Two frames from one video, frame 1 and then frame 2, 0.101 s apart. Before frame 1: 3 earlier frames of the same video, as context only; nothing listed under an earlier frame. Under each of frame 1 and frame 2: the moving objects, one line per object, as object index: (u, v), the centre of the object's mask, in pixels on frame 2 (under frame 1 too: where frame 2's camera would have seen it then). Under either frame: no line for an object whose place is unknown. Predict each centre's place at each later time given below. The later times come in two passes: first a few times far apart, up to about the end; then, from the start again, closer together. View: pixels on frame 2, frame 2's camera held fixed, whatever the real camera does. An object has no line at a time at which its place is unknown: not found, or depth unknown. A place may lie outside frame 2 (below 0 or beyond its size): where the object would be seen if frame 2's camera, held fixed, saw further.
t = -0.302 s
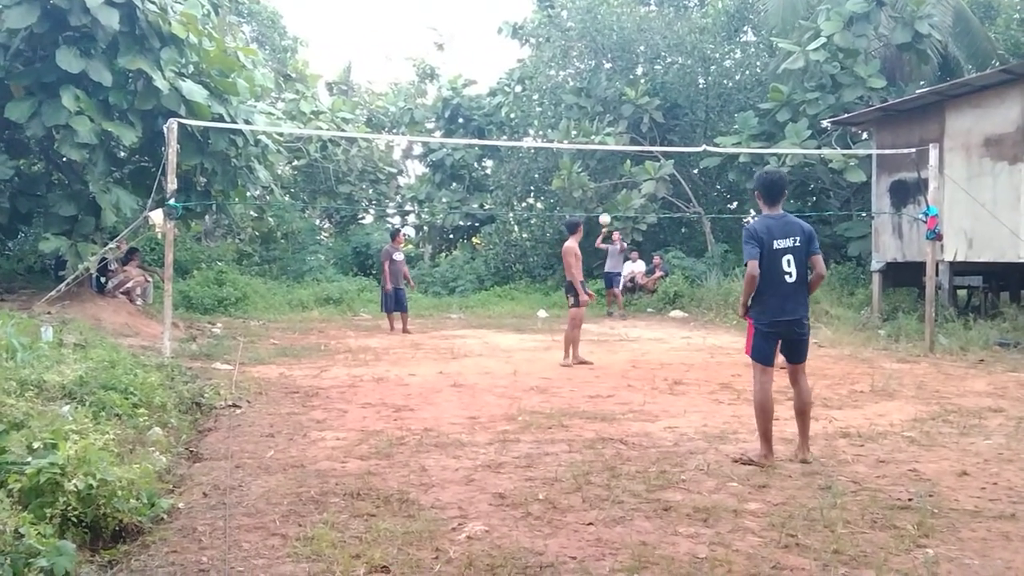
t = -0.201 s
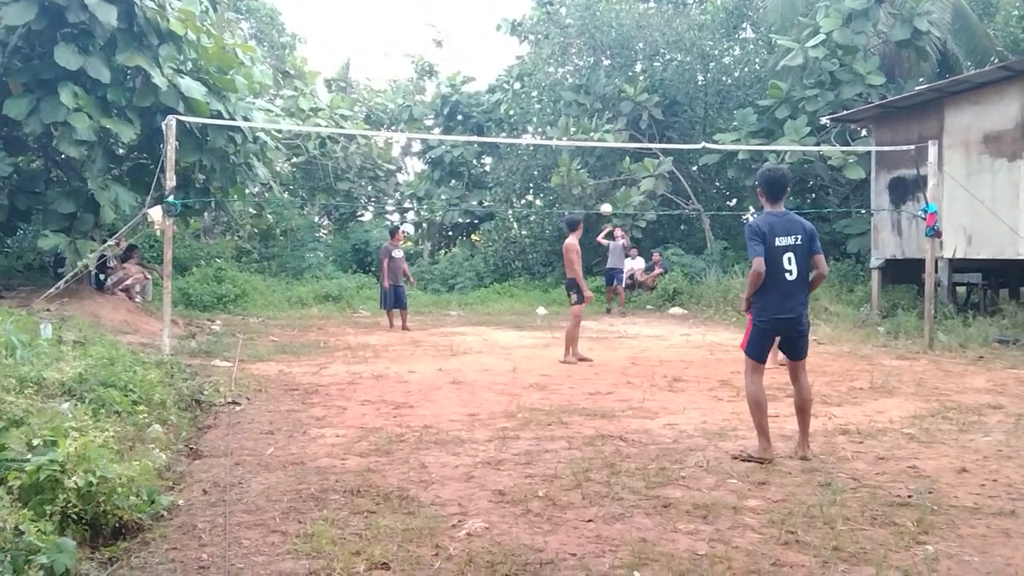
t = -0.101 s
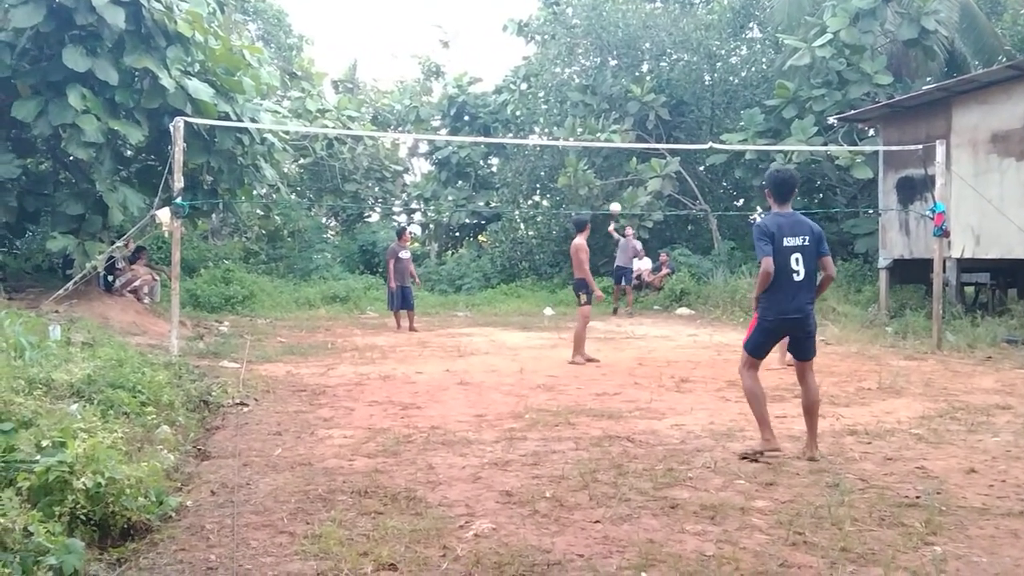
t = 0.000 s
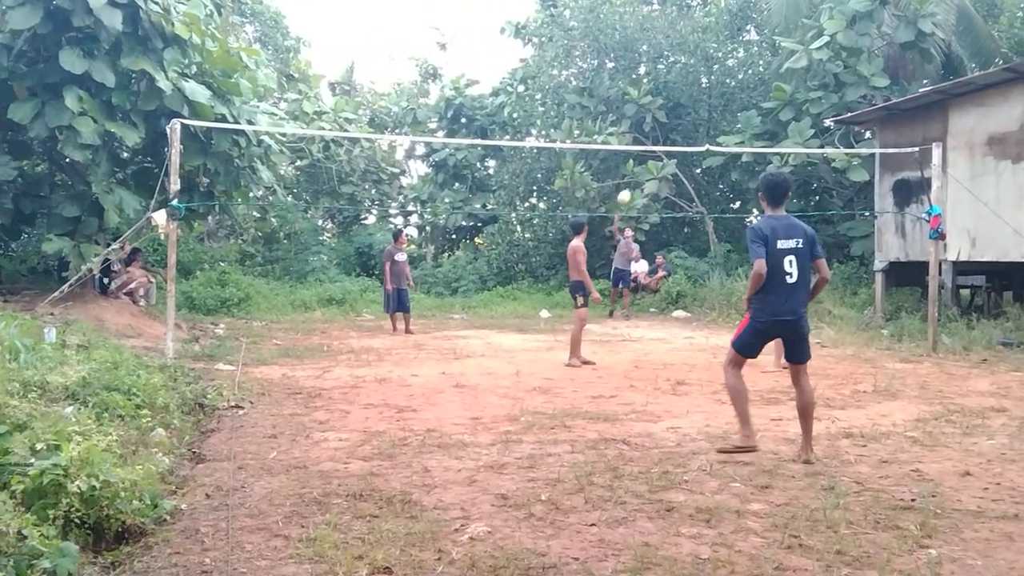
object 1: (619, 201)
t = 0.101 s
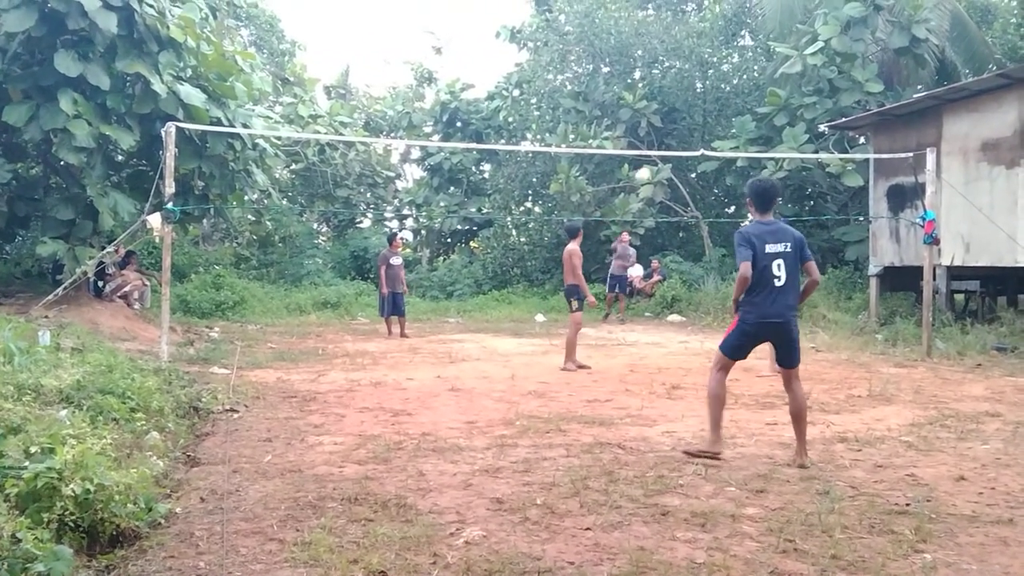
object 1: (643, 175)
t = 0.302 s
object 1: (701, 132)
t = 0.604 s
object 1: (829, 102)
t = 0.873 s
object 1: (1000, 143)
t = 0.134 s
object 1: (651, 168)
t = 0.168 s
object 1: (659, 160)
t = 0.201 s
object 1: (669, 151)
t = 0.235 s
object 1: (680, 144)
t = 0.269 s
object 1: (690, 138)
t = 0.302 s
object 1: (701, 132)
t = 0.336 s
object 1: (713, 126)
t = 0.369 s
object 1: (725, 121)
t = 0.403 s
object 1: (738, 116)
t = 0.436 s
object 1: (751, 112)
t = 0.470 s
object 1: (765, 108)
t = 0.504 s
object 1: (780, 105)
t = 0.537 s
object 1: (796, 104)
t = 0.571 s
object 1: (813, 103)
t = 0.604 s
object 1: (829, 102)
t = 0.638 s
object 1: (847, 103)
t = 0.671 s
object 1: (865, 104)
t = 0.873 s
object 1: (1000, 143)
